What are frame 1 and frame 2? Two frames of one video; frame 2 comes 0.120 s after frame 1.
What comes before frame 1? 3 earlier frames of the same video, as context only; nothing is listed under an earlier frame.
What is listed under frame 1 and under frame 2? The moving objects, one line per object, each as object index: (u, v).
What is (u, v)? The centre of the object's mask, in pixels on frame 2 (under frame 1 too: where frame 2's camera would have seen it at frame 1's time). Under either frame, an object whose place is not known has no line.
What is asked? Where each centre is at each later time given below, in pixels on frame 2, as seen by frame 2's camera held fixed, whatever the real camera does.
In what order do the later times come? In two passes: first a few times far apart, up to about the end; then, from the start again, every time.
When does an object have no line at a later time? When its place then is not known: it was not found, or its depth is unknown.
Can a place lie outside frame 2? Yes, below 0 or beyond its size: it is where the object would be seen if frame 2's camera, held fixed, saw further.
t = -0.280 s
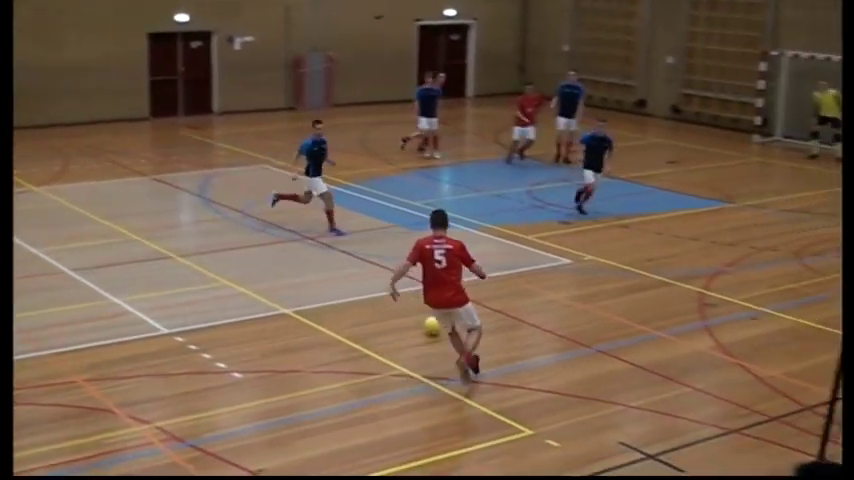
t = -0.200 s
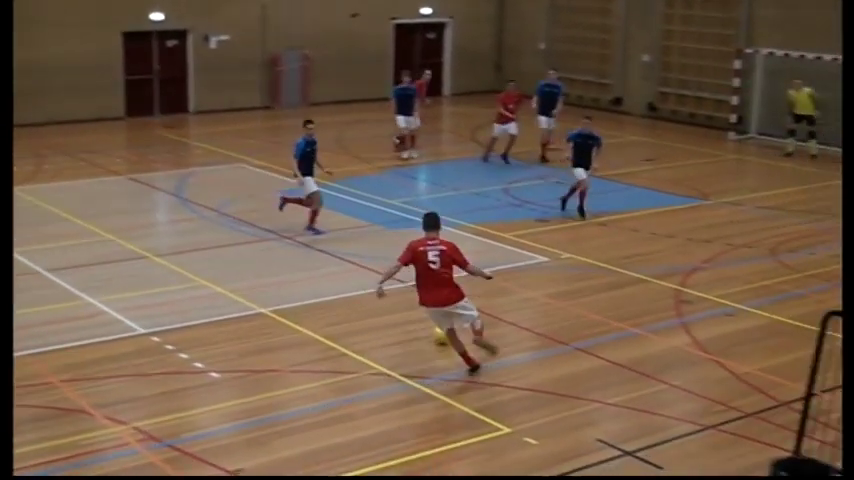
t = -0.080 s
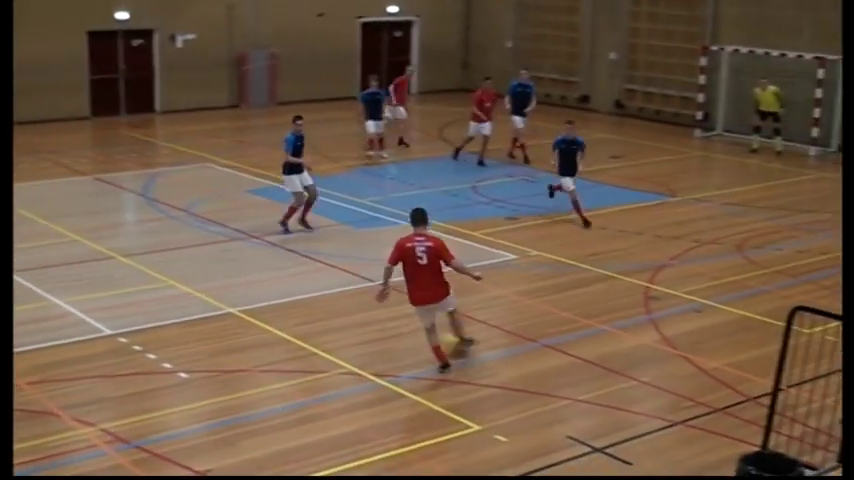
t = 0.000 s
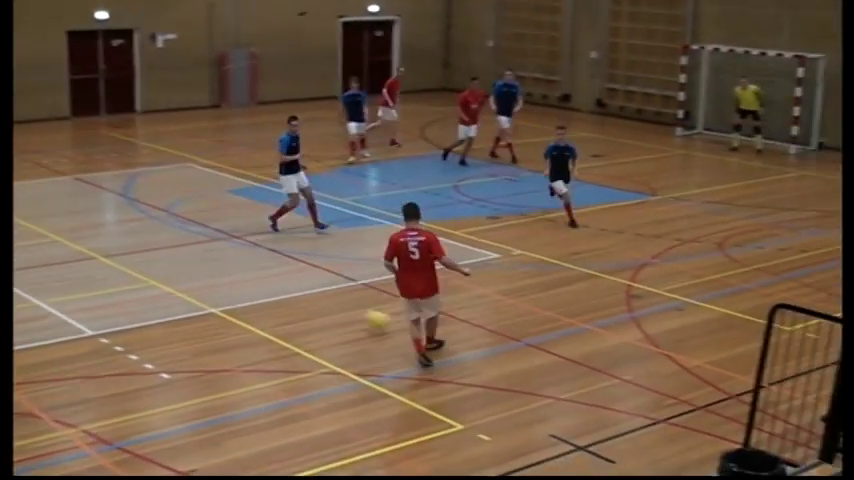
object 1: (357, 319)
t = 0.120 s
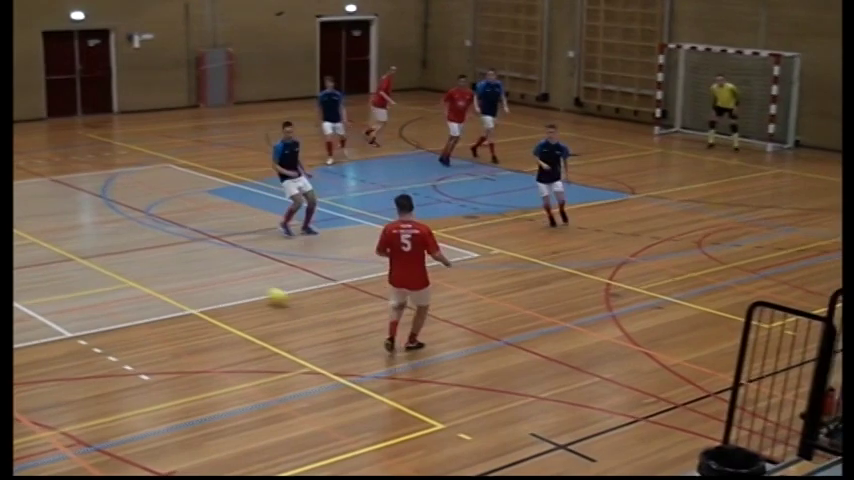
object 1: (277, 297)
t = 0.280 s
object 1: (192, 270)
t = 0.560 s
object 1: (80, 236)
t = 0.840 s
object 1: (0, 212)
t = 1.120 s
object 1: (-64, 192)
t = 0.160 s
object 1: (254, 289)
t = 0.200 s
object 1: (232, 281)
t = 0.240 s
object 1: (211, 276)
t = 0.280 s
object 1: (192, 270)
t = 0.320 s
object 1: (174, 264)
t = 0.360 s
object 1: (155, 259)
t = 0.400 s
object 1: (139, 254)
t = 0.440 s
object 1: (124, 248)
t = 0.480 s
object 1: (108, 243)
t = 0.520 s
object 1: (94, 239)
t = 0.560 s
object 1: (80, 236)
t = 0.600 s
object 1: (66, 232)
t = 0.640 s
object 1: (55, 227)
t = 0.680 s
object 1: (43, 224)
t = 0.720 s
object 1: (31, 221)
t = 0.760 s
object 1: (20, 218)
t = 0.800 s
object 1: (9, 215)
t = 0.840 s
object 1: (0, 212)
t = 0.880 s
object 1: (-10, 209)
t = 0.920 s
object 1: (-19, 205)
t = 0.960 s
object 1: (-29, 202)
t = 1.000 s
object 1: (-37, 199)
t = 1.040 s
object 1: (-47, 197)
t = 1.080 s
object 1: (-56, 195)
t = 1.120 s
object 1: (-64, 192)
